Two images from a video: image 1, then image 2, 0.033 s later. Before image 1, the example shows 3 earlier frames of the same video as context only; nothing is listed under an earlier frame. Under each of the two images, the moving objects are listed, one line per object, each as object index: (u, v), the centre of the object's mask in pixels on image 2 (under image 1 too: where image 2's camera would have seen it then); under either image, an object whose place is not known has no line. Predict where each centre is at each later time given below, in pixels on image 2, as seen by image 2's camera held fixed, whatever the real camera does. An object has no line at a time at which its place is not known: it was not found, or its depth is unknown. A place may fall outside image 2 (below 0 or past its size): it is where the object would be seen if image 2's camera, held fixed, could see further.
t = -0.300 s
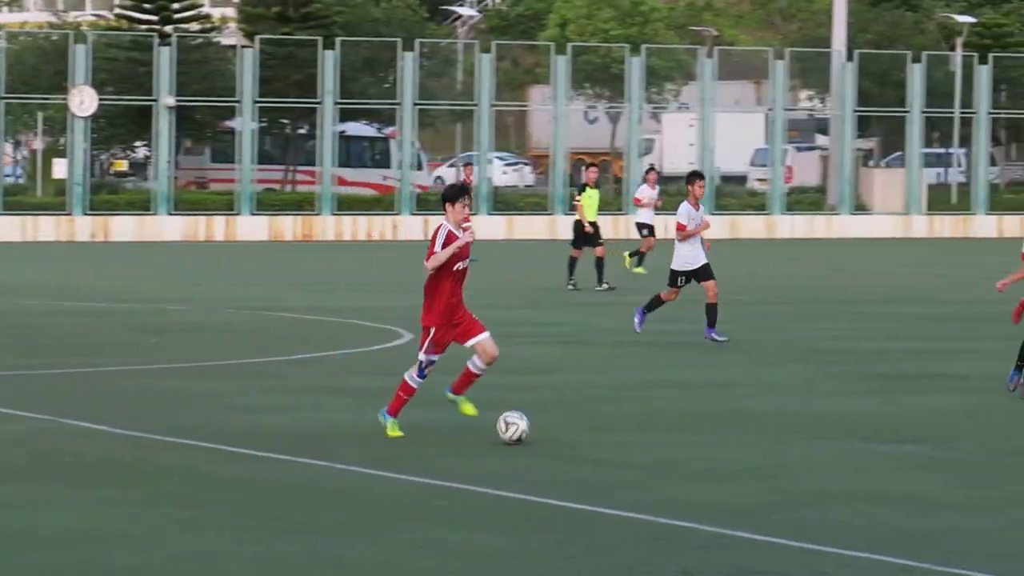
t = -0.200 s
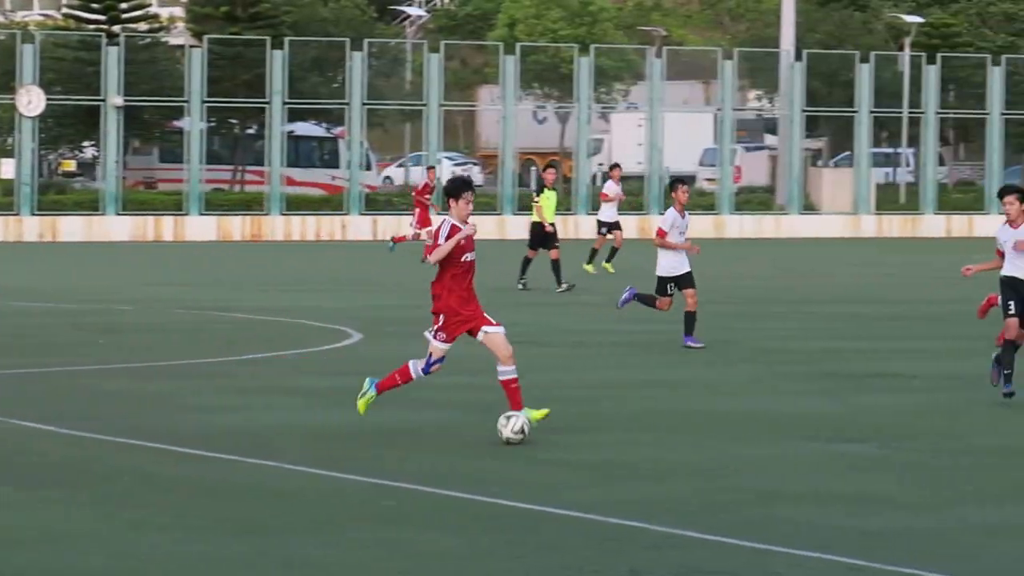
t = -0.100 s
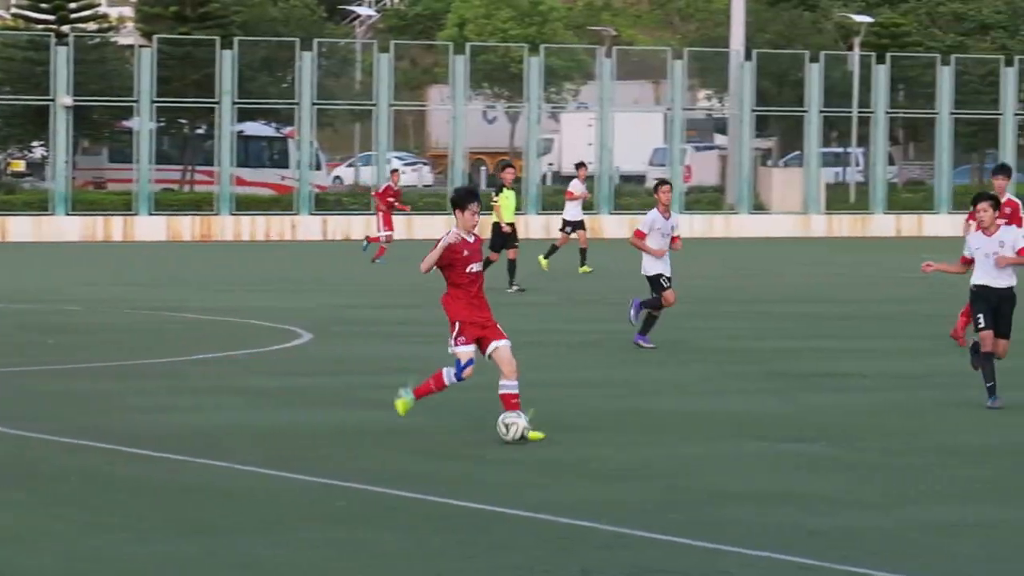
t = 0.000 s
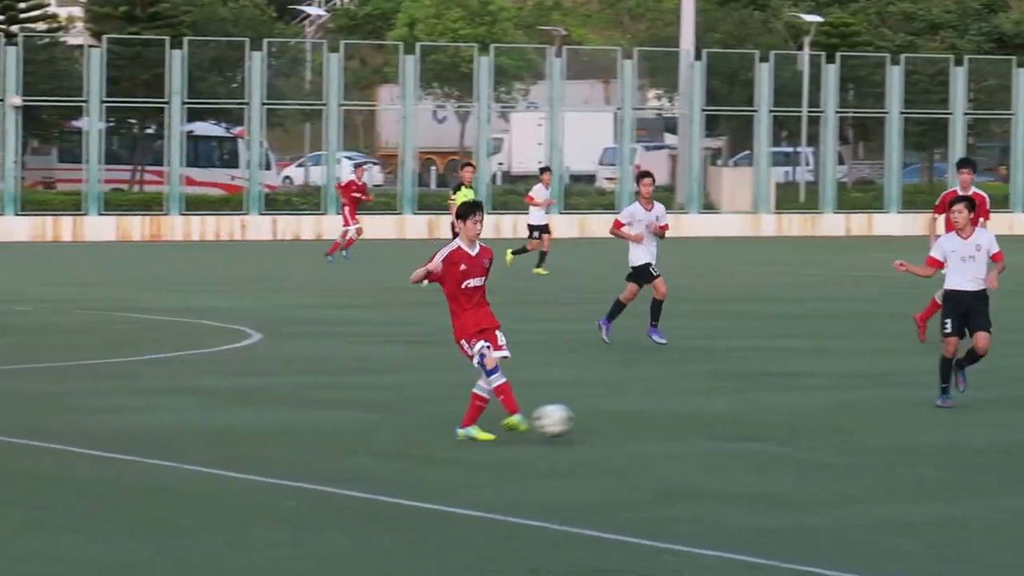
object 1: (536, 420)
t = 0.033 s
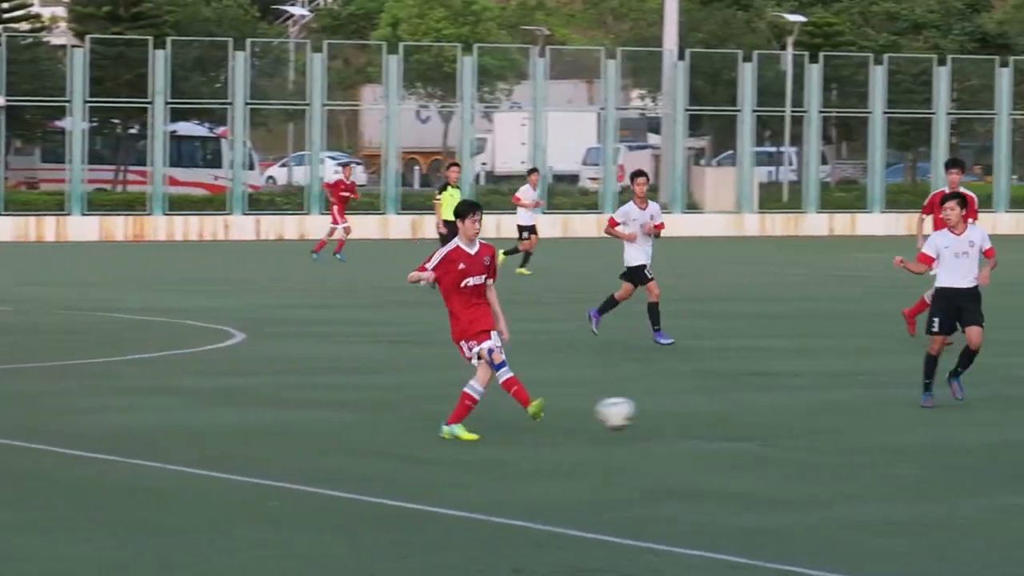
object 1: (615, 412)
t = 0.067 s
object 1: (696, 408)
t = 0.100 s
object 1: (777, 406)
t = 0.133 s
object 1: (860, 405)
